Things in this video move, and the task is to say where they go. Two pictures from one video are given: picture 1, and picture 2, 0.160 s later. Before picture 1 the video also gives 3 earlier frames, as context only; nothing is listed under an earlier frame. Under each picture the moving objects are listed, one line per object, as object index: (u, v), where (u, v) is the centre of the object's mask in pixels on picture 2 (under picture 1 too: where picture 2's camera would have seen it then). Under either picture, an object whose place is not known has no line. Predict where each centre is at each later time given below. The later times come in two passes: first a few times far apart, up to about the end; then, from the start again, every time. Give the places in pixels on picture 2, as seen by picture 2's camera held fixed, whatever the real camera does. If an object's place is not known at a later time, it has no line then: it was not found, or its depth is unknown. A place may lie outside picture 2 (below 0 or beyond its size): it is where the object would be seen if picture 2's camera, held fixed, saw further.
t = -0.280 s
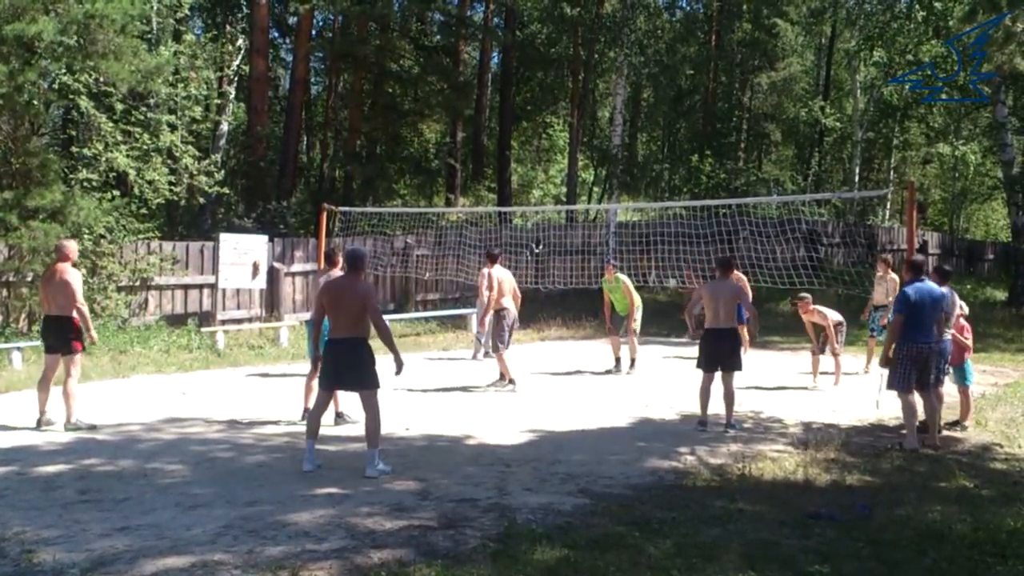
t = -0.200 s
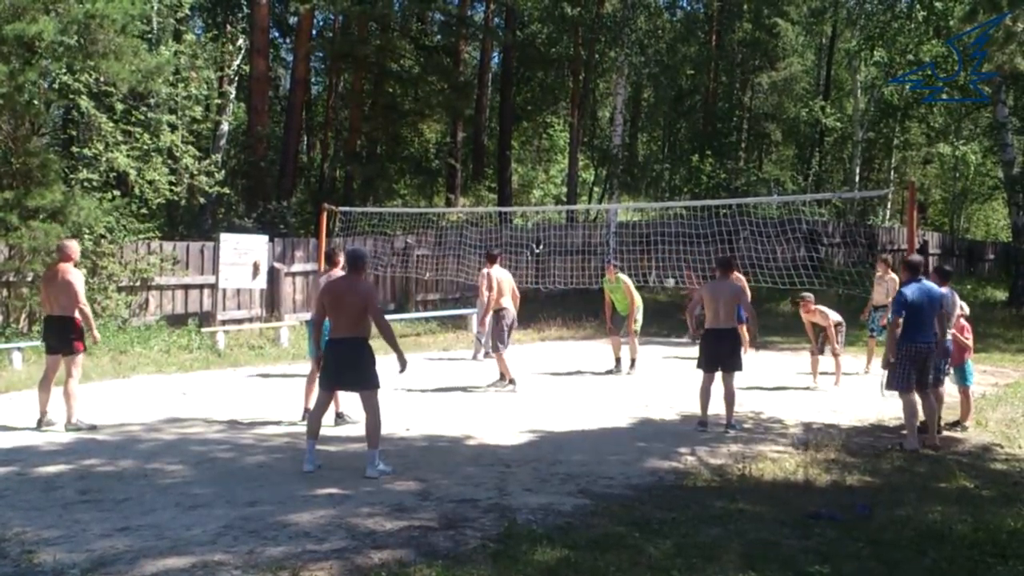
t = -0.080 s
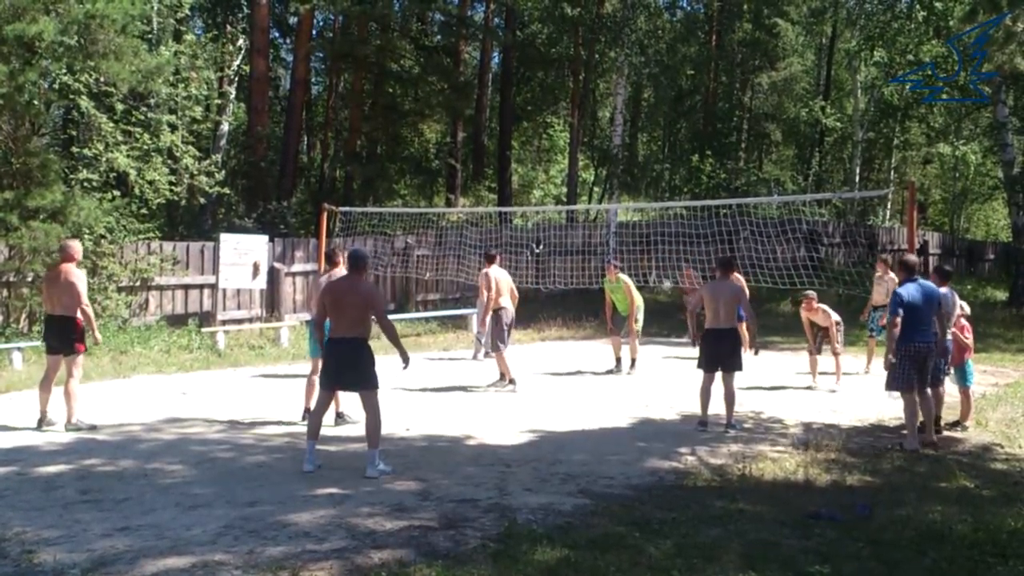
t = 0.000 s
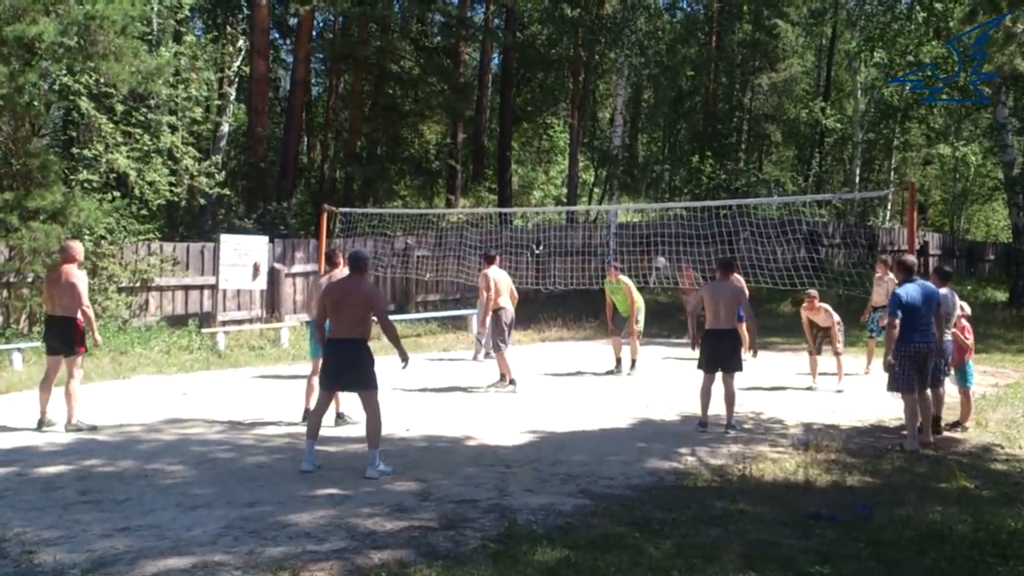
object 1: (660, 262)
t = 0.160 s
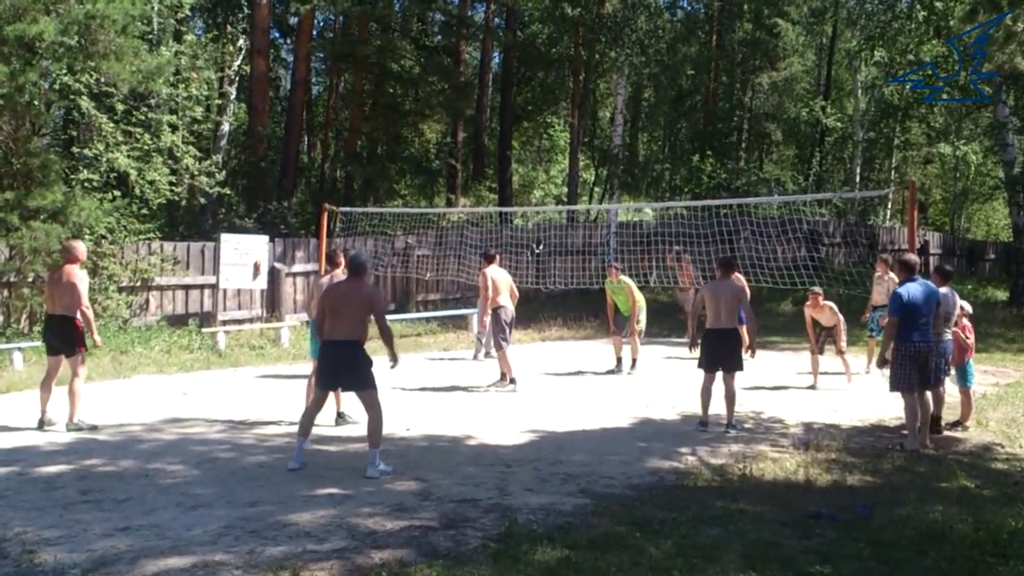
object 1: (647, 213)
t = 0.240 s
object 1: (639, 196)
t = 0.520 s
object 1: (604, 155)
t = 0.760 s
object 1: (569, 162)
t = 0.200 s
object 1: (643, 204)
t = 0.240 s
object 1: (639, 196)
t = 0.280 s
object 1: (634, 187)
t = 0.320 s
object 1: (630, 180)
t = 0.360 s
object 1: (625, 173)
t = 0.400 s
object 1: (620, 168)
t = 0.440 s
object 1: (616, 163)
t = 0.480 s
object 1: (610, 158)
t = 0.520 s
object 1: (604, 155)
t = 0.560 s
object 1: (599, 154)
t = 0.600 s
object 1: (594, 153)
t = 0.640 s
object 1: (587, 154)
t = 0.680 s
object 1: (579, 156)
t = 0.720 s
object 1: (574, 159)
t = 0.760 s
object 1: (569, 162)
